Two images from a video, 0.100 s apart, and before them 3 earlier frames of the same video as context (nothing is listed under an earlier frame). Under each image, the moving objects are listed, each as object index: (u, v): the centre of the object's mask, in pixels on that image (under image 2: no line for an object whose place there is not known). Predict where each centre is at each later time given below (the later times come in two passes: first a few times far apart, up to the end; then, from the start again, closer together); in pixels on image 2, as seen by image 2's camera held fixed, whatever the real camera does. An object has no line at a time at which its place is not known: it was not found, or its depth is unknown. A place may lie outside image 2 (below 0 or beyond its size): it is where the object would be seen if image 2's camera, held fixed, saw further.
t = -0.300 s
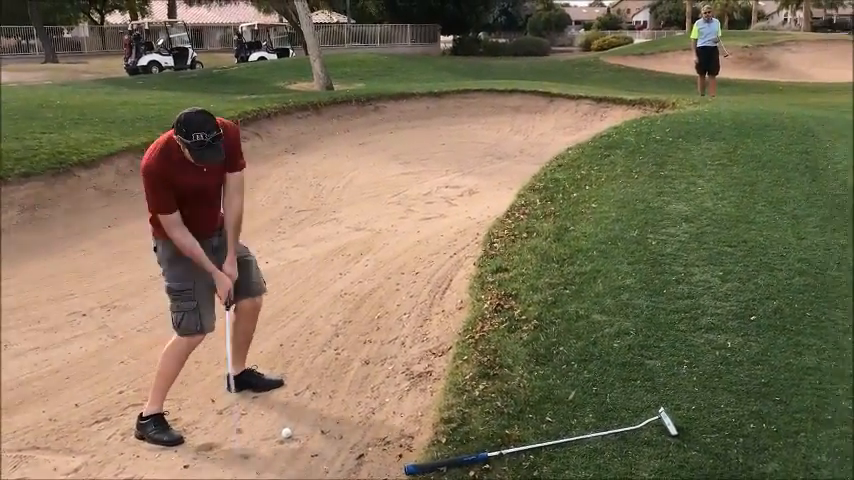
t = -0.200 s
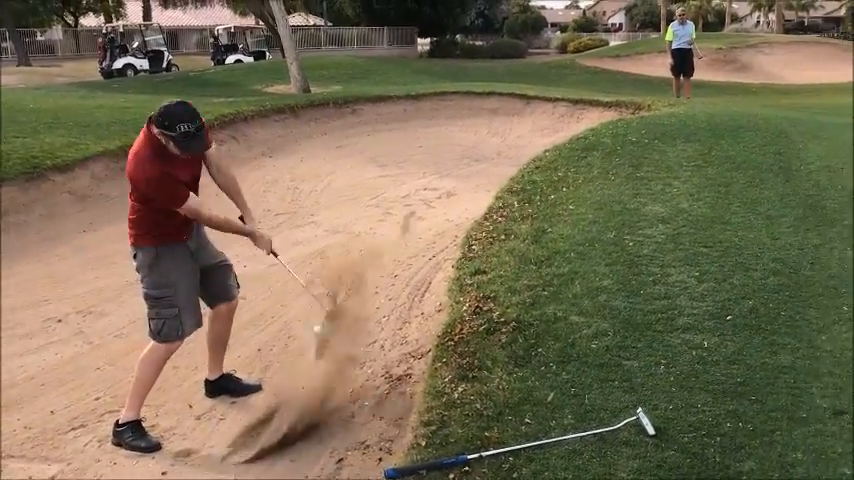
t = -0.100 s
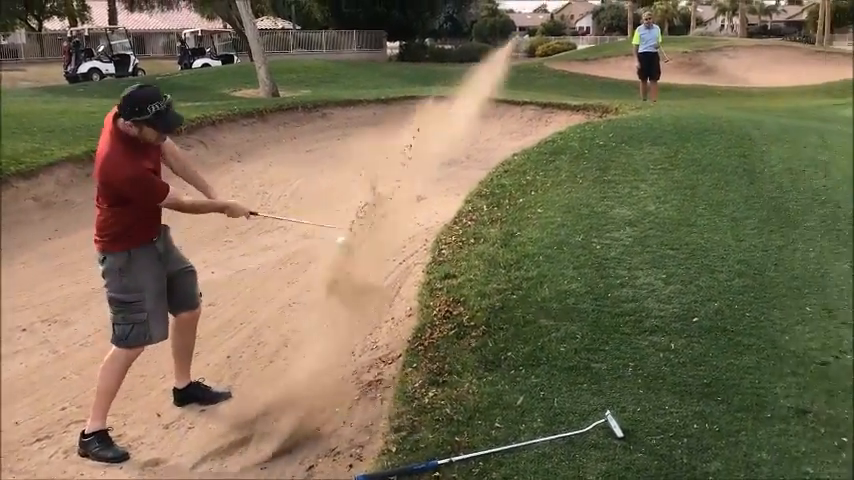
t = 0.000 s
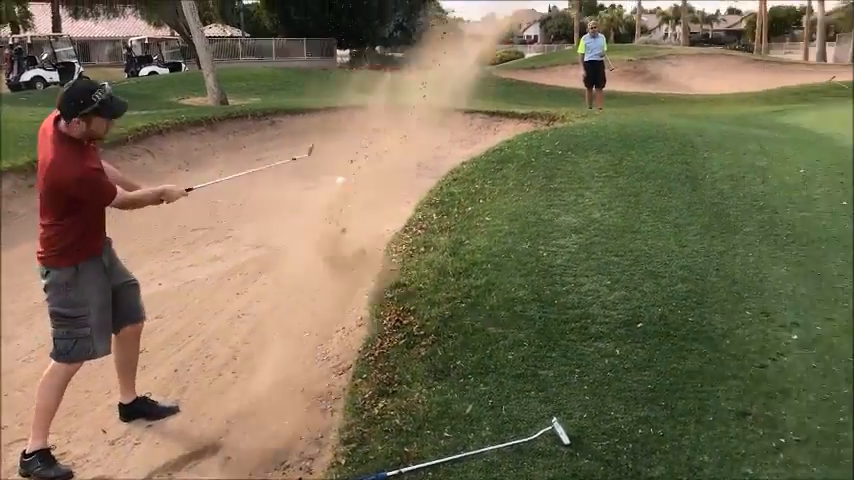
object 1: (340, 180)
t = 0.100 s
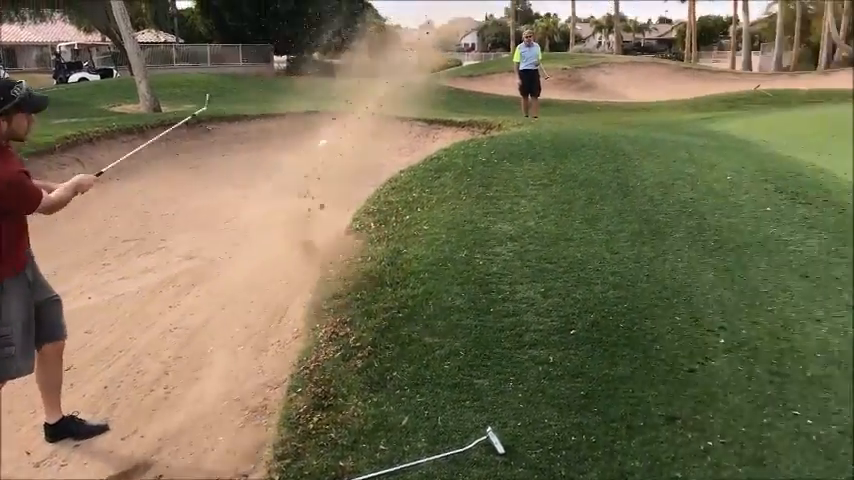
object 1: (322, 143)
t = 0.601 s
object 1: (507, 193)
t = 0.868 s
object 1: (543, 184)
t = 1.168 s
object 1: (577, 190)
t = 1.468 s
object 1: (604, 187)
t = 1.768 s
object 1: (624, 186)
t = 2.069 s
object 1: (636, 188)
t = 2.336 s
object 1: (634, 189)
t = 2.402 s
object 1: (634, 189)
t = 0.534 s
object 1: (487, 166)
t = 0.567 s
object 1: (498, 178)
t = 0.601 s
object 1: (507, 193)
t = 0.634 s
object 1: (516, 207)
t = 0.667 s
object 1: (521, 199)
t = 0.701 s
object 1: (524, 192)
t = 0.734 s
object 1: (528, 187)
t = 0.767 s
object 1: (532, 184)
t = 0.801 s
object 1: (536, 183)
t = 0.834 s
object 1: (540, 183)
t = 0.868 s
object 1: (543, 184)
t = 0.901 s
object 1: (547, 187)
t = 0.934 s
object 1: (551, 192)
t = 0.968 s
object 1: (554, 194)
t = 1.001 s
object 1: (558, 190)
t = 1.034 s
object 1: (562, 188)
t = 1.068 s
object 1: (566, 187)
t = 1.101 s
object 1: (569, 188)
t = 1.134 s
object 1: (573, 190)
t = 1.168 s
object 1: (577, 190)
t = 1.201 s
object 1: (580, 189)
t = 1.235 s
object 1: (583, 189)
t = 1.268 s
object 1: (587, 189)
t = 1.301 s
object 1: (590, 188)
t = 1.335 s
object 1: (593, 188)
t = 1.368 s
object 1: (595, 187)
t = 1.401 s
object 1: (598, 187)
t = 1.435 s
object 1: (601, 187)
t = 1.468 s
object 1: (604, 187)
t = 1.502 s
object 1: (607, 186)
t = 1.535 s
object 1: (610, 186)
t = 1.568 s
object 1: (612, 186)
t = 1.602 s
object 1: (615, 187)
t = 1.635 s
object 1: (617, 187)
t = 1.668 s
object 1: (619, 186)
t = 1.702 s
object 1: (621, 187)
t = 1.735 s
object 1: (623, 186)
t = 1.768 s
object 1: (624, 186)
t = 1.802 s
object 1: (626, 186)
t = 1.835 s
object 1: (628, 186)
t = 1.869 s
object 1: (629, 186)
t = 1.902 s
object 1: (630, 187)
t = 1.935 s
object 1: (631, 187)
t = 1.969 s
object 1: (632, 187)
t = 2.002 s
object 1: (634, 187)
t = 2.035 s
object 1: (634, 187)
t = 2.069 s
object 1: (636, 188)
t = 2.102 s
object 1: (636, 188)
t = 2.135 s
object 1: (637, 188)
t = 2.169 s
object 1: (636, 188)
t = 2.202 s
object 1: (636, 188)
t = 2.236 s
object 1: (635, 188)
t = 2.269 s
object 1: (635, 188)
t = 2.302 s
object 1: (635, 188)
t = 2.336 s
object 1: (634, 189)
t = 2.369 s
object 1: (634, 189)
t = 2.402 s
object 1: (634, 189)
